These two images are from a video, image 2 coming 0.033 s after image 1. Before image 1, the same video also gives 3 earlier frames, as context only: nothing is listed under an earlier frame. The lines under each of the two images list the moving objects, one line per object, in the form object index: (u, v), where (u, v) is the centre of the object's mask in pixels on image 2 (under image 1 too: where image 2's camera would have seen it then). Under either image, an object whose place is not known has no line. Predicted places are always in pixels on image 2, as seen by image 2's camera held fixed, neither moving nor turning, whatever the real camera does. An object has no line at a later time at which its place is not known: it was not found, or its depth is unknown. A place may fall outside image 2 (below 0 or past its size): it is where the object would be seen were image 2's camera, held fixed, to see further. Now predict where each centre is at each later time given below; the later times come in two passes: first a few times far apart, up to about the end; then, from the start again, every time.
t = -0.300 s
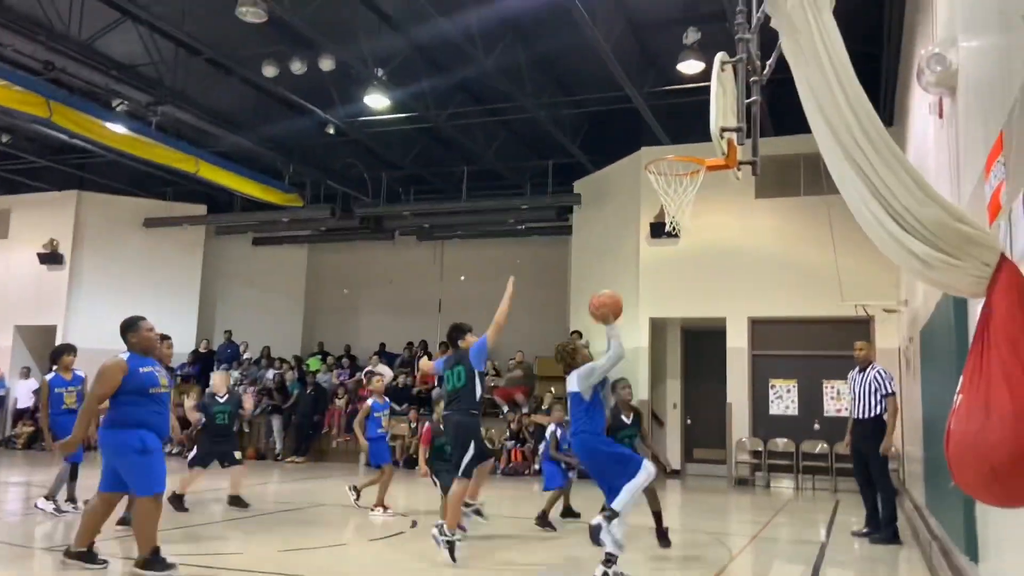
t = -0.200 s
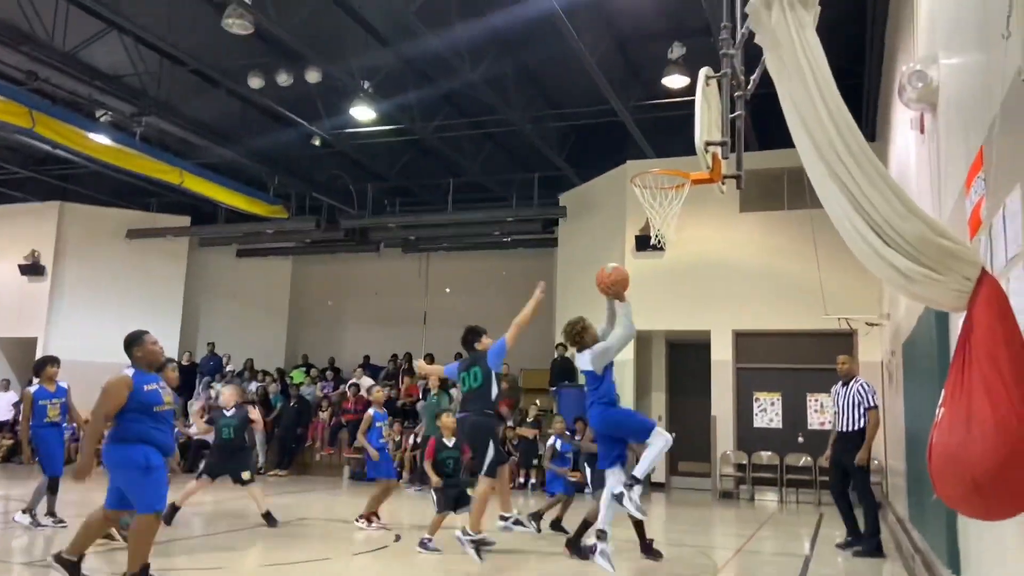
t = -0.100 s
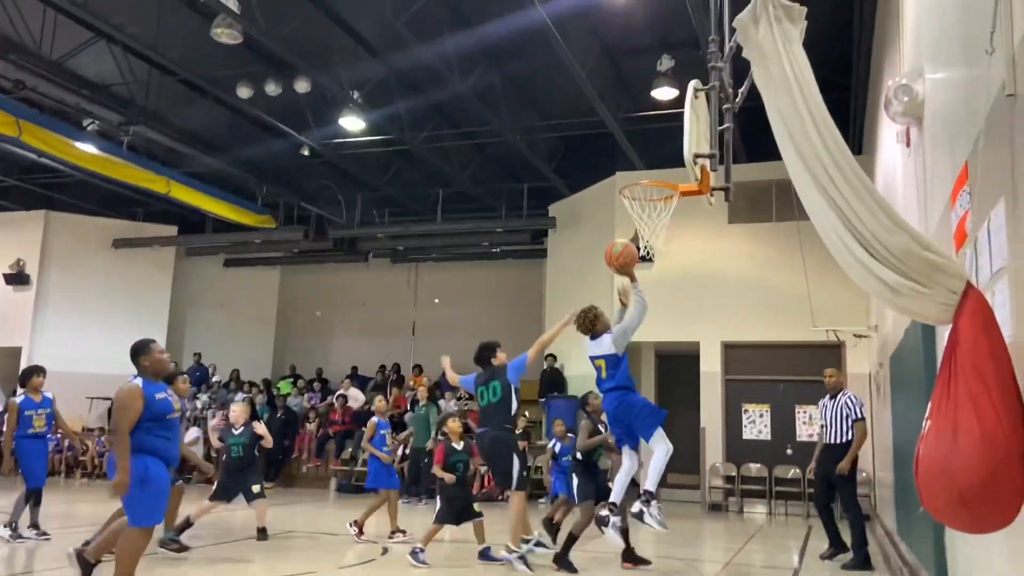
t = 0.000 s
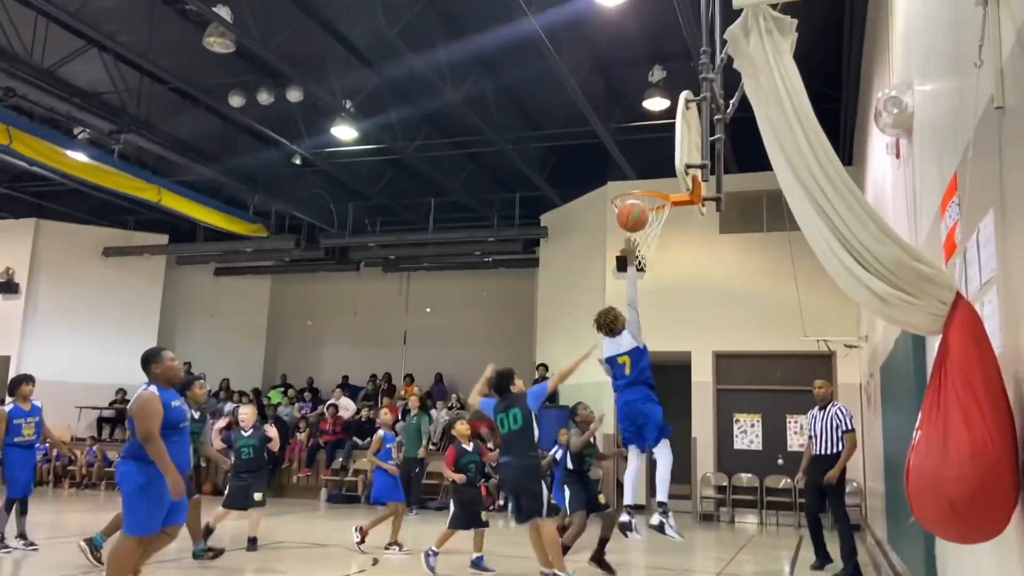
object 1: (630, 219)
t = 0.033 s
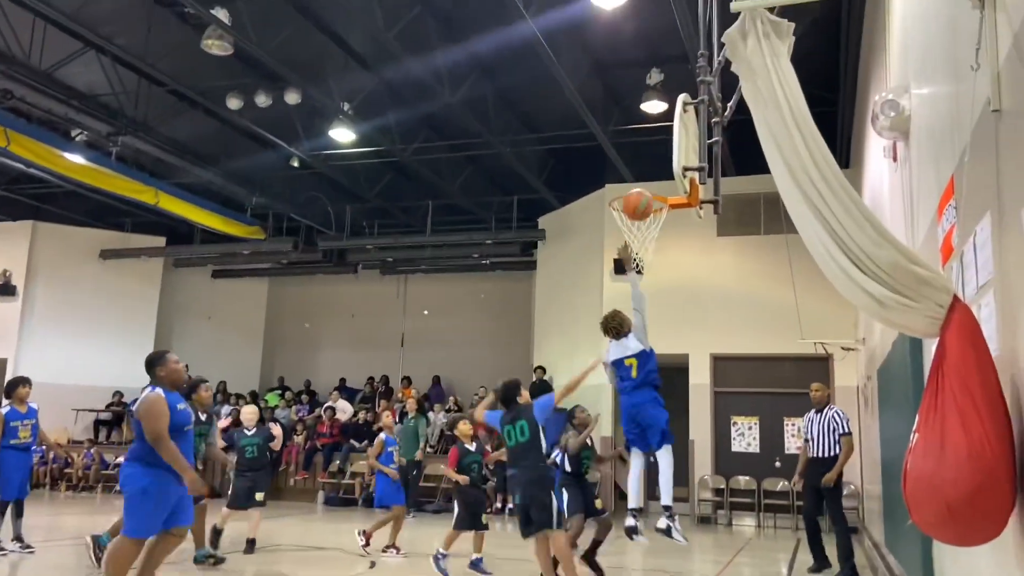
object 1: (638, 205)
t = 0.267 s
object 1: (655, 161)
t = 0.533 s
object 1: (630, 204)
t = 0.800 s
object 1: (625, 288)
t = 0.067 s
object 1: (645, 192)
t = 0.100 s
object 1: (652, 182)
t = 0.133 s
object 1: (659, 173)
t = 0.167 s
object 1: (662, 166)
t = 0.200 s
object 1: (659, 163)
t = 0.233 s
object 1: (657, 161)
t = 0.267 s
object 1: (655, 161)
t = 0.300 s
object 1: (652, 162)
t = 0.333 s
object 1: (649, 164)
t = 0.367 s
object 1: (646, 167)
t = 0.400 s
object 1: (643, 172)
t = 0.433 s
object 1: (640, 178)
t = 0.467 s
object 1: (637, 183)
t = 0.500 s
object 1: (634, 193)
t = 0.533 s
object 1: (630, 204)
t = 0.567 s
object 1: (629, 213)
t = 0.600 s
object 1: (628, 223)
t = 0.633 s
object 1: (626, 232)
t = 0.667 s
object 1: (625, 243)
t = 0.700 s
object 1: (631, 257)
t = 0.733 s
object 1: (625, 262)
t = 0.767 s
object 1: (625, 274)
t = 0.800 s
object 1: (625, 288)
